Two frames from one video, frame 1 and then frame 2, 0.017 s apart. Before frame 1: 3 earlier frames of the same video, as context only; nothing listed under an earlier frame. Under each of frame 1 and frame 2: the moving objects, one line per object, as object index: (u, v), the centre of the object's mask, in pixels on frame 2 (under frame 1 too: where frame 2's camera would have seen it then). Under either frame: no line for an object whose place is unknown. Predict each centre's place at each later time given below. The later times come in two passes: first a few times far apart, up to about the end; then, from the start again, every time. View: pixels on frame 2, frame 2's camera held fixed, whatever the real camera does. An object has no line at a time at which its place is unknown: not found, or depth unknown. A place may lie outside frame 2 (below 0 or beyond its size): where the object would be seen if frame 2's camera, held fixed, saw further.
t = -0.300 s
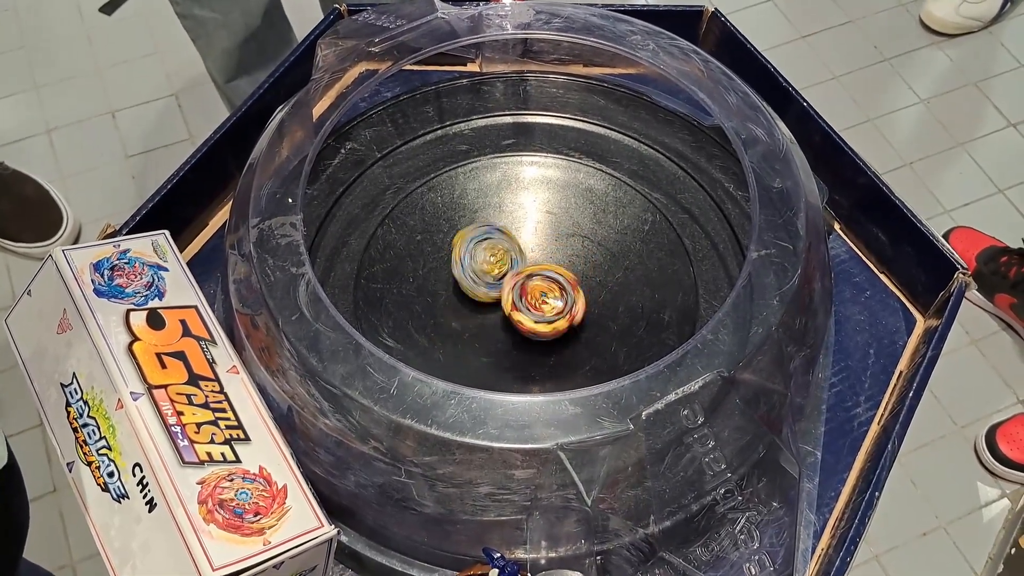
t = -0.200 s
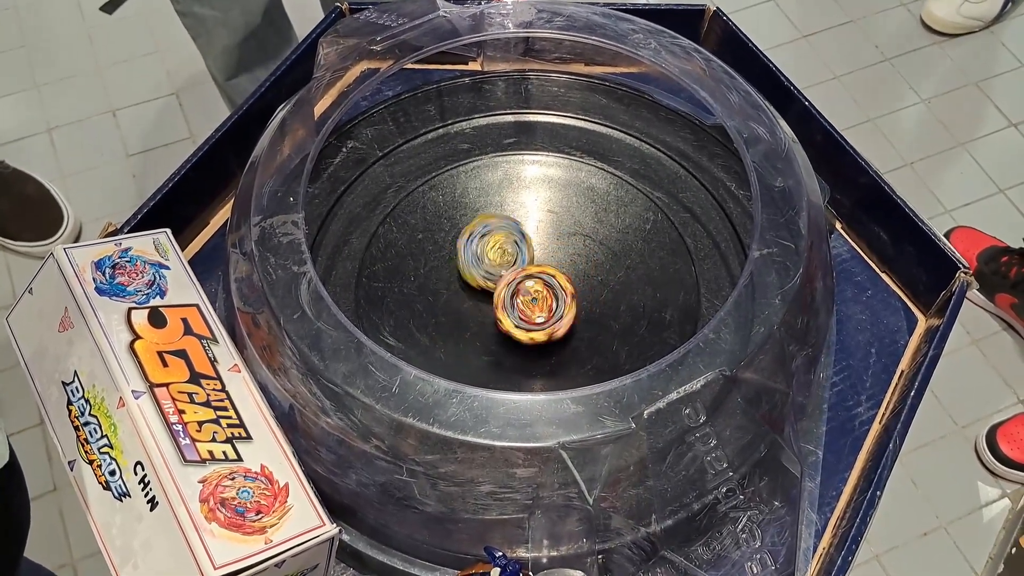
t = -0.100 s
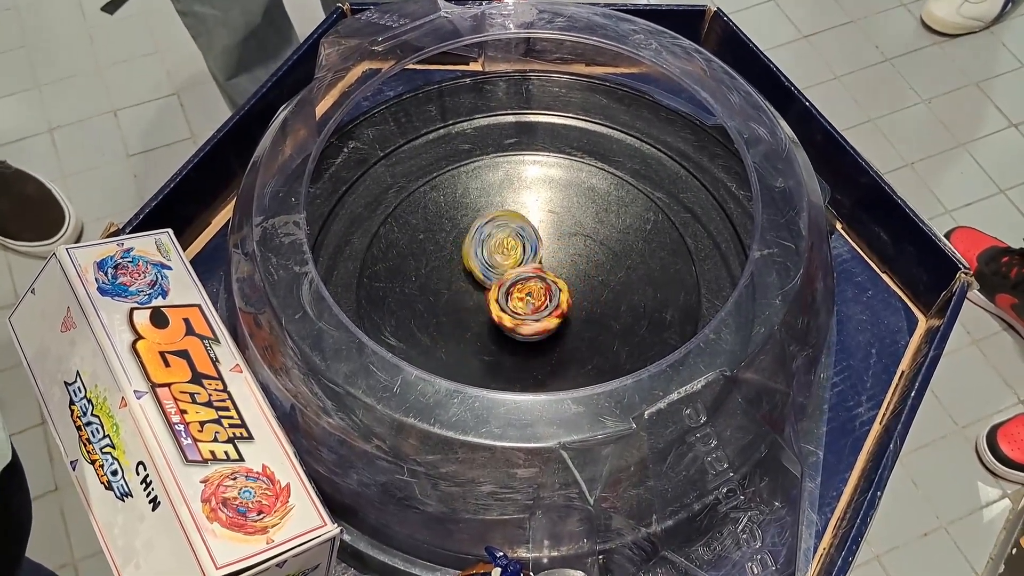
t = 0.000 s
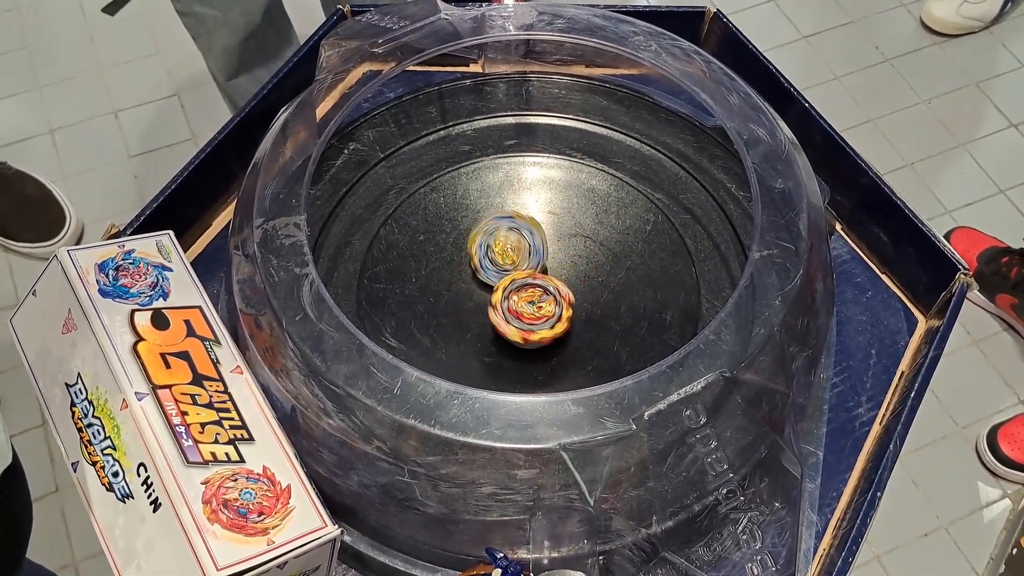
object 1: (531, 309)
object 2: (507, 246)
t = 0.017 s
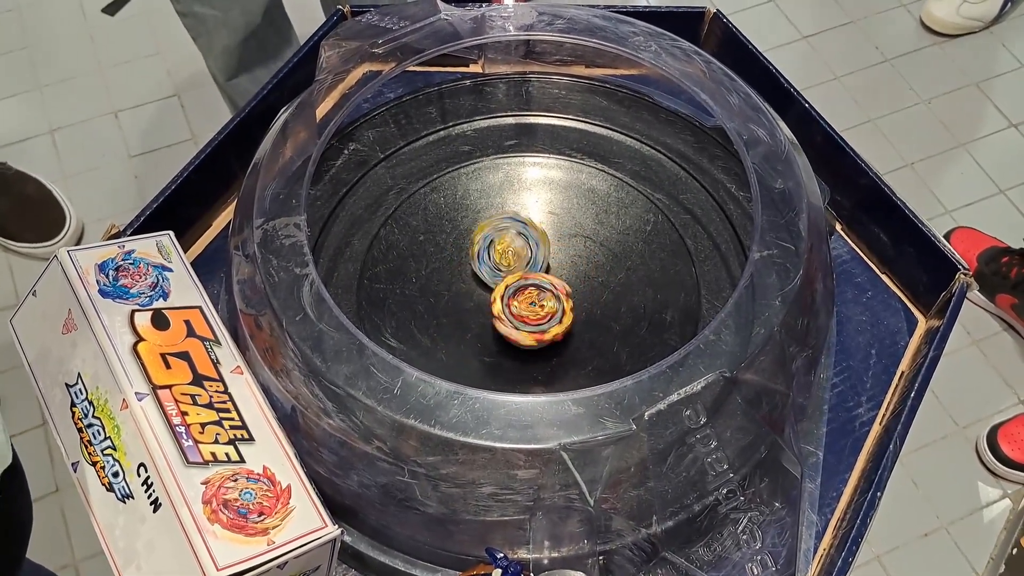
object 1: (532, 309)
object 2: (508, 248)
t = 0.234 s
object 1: (526, 316)
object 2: (552, 258)
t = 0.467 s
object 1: (522, 315)
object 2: (573, 270)
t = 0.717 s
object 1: (512, 306)
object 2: (569, 265)
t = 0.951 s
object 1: (510, 299)
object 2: (569, 270)
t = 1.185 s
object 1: (510, 299)
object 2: (569, 270)
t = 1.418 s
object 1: (510, 300)
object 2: (568, 269)
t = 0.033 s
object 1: (532, 309)
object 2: (510, 249)
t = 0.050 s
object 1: (532, 310)
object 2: (512, 249)
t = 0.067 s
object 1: (532, 311)
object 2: (515, 250)
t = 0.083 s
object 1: (531, 313)
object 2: (519, 251)
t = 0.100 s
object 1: (529, 313)
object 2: (523, 251)
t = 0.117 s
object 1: (528, 313)
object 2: (525, 252)
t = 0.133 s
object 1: (527, 314)
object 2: (529, 253)
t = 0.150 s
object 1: (526, 314)
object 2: (533, 254)
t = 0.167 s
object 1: (526, 315)
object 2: (536, 255)
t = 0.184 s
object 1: (526, 315)
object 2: (540, 255)
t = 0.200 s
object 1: (526, 316)
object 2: (544, 256)
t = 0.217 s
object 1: (526, 316)
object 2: (548, 257)
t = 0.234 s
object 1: (526, 316)
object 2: (552, 258)
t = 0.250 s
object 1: (527, 316)
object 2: (555, 260)
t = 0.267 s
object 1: (528, 317)
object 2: (558, 260)
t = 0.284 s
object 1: (528, 316)
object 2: (561, 262)
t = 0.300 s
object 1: (528, 316)
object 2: (564, 263)
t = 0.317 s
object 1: (528, 316)
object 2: (566, 264)
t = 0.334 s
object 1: (528, 315)
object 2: (568, 265)
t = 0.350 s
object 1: (527, 315)
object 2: (570, 266)
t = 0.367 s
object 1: (526, 316)
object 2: (572, 266)
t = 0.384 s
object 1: (525, 316)
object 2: (573, 267)
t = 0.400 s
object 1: (524, 316)
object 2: (574, 268)
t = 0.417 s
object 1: (523, 316)
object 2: (574, 268)
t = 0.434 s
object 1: (523, 316)
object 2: (574, 269)
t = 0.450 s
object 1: (522, 316)
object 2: (573, 269)
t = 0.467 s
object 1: (522, 315)
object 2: (573, 270)
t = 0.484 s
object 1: (521, 315)
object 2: (573, 270)
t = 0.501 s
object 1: (521, 314)
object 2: (574, 270)
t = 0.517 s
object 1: (521, 314)
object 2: (574, 269)
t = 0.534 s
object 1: (520, 313)
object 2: (574, 269)
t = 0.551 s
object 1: (520, 313)
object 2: (574, 268)
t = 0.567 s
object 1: (519, 312)
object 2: (573, 268)
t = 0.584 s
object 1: (518, 311)
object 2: (573, 268)
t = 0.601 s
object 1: (517, 311)
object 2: (571, 268)
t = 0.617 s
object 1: (516, 310)
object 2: (570, 268)
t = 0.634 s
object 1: (515, 310)
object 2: (570, 268)
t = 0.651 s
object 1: (514, 309)
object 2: (570, 268)
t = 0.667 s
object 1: (513, 309)
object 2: (569, 268)
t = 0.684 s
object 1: (513, 308)
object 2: (569, 267)
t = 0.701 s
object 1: (512, 307)
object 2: (569, 266)
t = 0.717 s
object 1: (512, 306)
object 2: (569, 265)
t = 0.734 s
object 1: (512, 306)
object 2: (568, 265)
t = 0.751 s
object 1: (511, 305)
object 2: (568, 265)
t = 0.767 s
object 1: (510, 305)
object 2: (567, 265)
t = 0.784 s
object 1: (509, 304)
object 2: (567, 266)
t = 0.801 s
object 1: (509, 302)
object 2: (567, 266)
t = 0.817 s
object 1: (510, 302)
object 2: (567, 267)
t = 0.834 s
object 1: (510, 301)
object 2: (568, 267)
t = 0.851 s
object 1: (510, 300)
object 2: (568, 268)
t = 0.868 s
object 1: (510, 300)
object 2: (568, 269)
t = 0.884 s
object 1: (510, 299)
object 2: (569, 269)
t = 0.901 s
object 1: (510, 299)
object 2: (569, 270)
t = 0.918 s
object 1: (510, 299)
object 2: (569, 270)
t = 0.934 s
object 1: (510, 299)
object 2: (569, 270)
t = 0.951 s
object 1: (510, 299)
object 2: (569, 270)
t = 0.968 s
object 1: (510, 299)
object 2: (569, 270)
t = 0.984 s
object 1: (510, 299)
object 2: (569, 271)
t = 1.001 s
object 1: (510, 299)
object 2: (570, 271)
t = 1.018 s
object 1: (510, 299)
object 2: (570, 271)
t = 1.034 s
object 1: (510, 299)
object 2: (569, 271)
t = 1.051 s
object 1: (510, 299)
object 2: (569, 271)
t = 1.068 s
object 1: (510, 299)
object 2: (569, 271)
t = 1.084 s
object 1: (510, 299)
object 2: (569, 271)
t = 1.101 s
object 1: (510, 299)
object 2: (569, 271)
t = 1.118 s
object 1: (509, 299)
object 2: (569, 271)
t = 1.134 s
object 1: (510, 299)
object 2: (569, 271)
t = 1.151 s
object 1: (509, 299)
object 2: (569, 271)
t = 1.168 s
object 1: (510, 299)
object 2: (569, 271)
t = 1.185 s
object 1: (510, 299)
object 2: (569, 270)
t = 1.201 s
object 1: (510, 299)
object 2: (569, 270)
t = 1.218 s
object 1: (509, 299)
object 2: (569, 270)
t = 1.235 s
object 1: (509, 299)
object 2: (569, 270)
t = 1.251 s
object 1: (509, 299)
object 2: (569, 270)
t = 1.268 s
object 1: (509, 299)
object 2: (569, 270)
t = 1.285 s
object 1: (509, 299)
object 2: (568, 270)
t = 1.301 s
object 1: (509, 299)
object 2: (568, 270)
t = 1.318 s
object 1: (509, 299)
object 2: (568, 270)
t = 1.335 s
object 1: (510, 299)
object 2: (568, 270)
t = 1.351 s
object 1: (510, 299)
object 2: (568, 269)
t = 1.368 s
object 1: (509, 300)
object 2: (568, 269)
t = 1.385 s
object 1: (510, 300)
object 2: (568, 269)
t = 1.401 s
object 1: (510, 300)
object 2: (568, 269)
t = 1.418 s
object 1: (510, 300)
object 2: (568, 269)
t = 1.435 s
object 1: (510, 300)
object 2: (568, 269)
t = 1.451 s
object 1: (510, 300)
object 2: (568, 269)
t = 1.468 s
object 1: (510, 300)
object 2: (568, 269)
